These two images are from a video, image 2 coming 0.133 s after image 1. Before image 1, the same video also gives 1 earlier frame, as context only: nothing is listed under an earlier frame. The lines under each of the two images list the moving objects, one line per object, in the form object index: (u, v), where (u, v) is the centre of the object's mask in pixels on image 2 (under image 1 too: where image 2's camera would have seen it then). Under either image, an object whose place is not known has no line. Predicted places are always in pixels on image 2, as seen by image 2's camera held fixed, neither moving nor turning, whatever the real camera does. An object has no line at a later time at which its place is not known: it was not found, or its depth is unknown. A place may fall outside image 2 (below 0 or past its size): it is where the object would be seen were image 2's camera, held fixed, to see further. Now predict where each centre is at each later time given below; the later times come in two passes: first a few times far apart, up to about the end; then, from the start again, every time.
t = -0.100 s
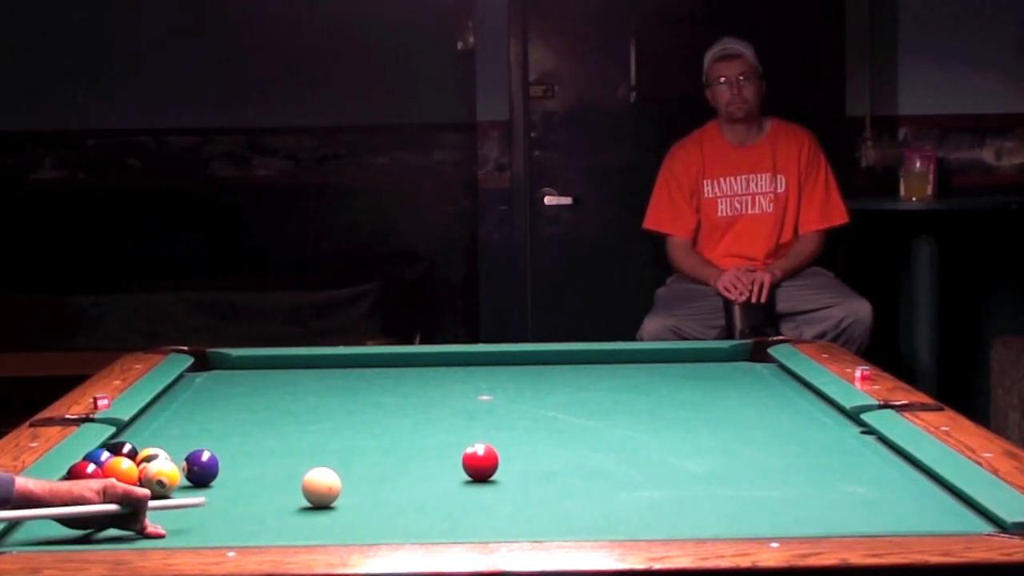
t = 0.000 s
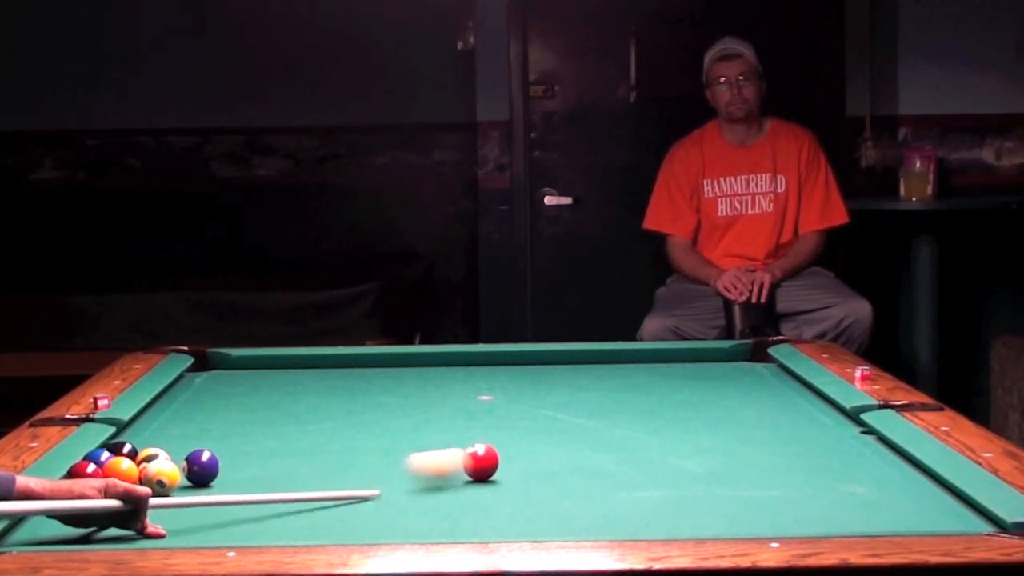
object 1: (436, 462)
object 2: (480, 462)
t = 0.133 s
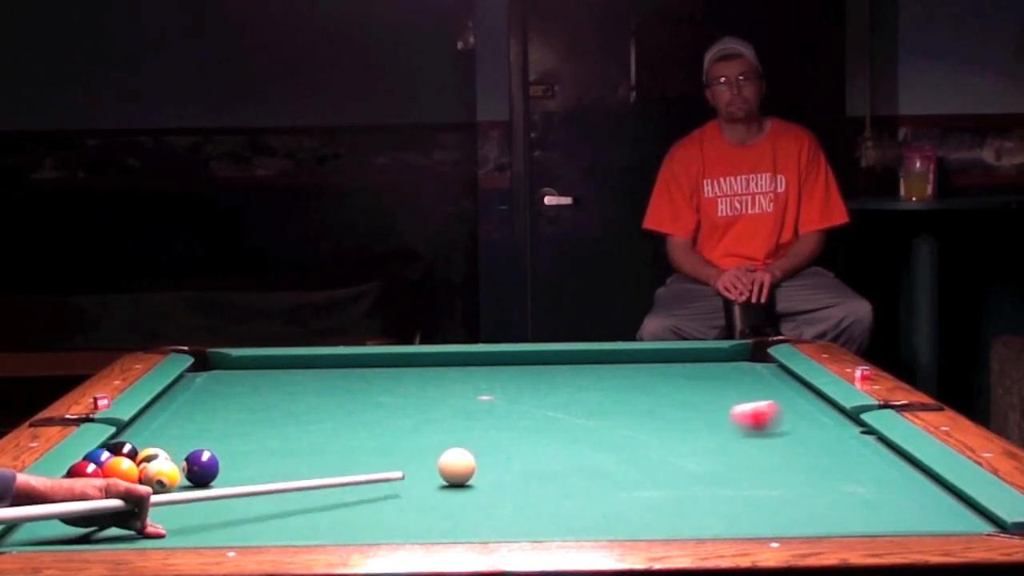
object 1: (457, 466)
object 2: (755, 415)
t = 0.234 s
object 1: (457, 467)
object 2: (740, 397)
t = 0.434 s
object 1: (457, 468)
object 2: (486, 380)
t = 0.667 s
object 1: (459, 468)
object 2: (279, 363)
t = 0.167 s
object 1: (457, 466)
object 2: (814, 406)
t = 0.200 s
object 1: (457, 467)
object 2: (792, 401)
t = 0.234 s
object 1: (457, 467)
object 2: (740, 397)
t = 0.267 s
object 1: (457, 467)
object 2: (690, 394)
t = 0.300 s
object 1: (457, 467)
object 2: (645, 390)
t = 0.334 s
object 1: (457, 467)
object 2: (601, 387)
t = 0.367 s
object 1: (457, 467)
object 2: (561, 384)
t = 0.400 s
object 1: (457, 467)
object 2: (522, 382)
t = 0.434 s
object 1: (457, 468)
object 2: (486, 380)
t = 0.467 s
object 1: (458, 467)
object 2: (452, 377)
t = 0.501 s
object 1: (458, 468)
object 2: (420, 374)
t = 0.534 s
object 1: (458, 468)
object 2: (389, 372)
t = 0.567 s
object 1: (458, 468)
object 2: (361, 369)
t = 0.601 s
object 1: (459, 468)
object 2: (333, 367)
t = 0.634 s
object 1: (459, 468)
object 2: (306, 365)
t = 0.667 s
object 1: (459, 468)
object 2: (279, 363)
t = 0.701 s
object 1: (459, 468)
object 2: (253, 362)
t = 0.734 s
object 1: (459, 468)
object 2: (228, 359)
